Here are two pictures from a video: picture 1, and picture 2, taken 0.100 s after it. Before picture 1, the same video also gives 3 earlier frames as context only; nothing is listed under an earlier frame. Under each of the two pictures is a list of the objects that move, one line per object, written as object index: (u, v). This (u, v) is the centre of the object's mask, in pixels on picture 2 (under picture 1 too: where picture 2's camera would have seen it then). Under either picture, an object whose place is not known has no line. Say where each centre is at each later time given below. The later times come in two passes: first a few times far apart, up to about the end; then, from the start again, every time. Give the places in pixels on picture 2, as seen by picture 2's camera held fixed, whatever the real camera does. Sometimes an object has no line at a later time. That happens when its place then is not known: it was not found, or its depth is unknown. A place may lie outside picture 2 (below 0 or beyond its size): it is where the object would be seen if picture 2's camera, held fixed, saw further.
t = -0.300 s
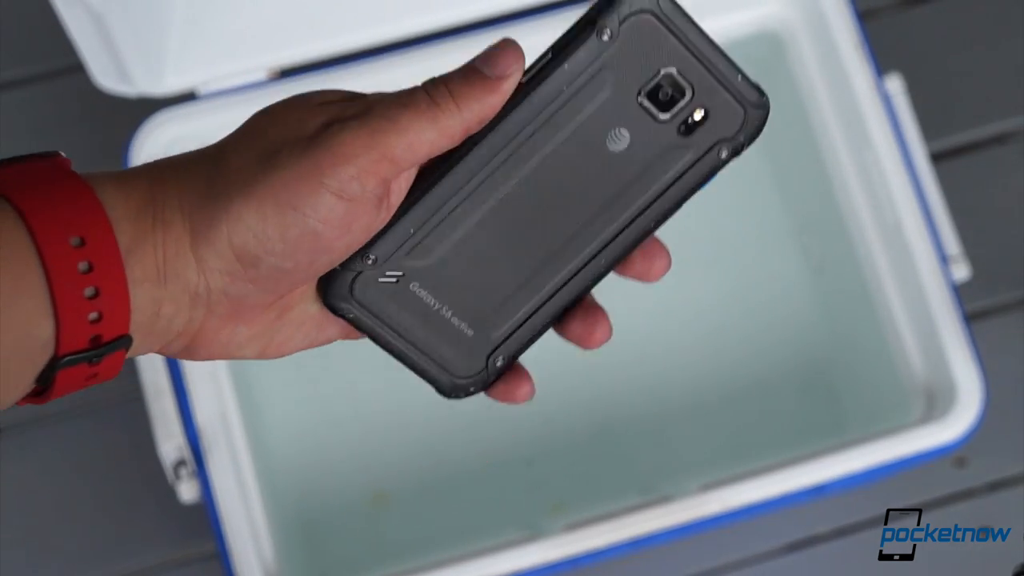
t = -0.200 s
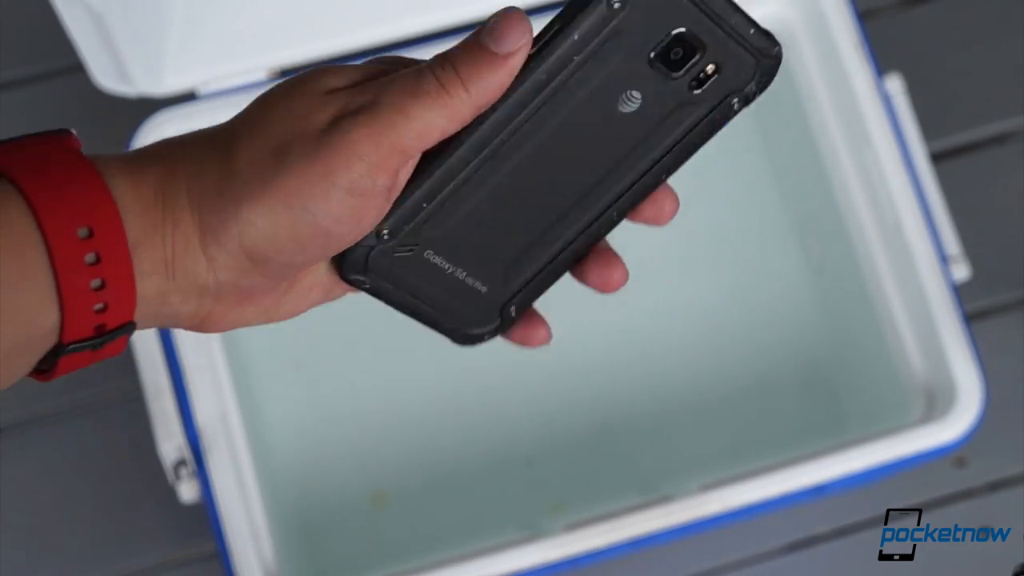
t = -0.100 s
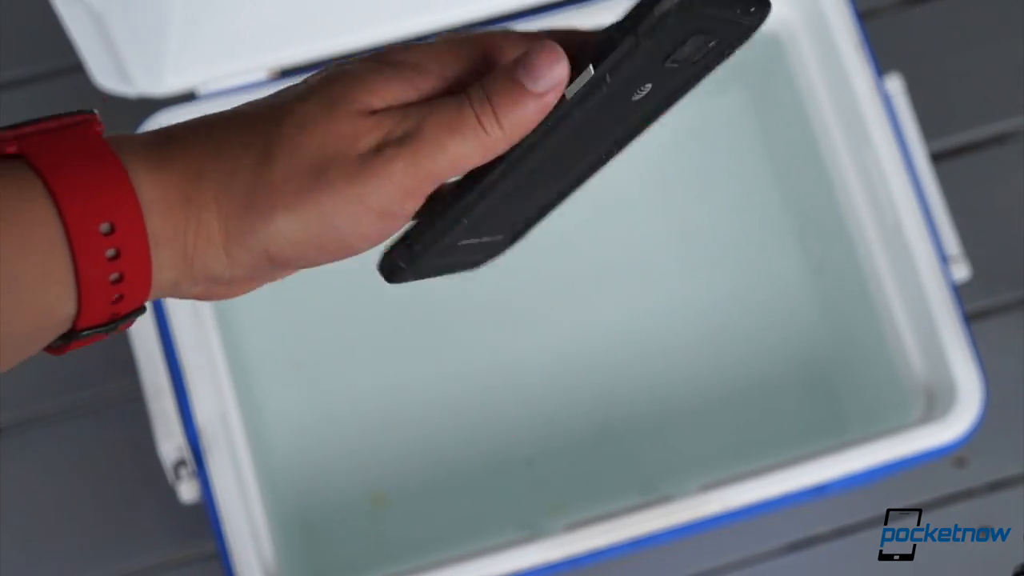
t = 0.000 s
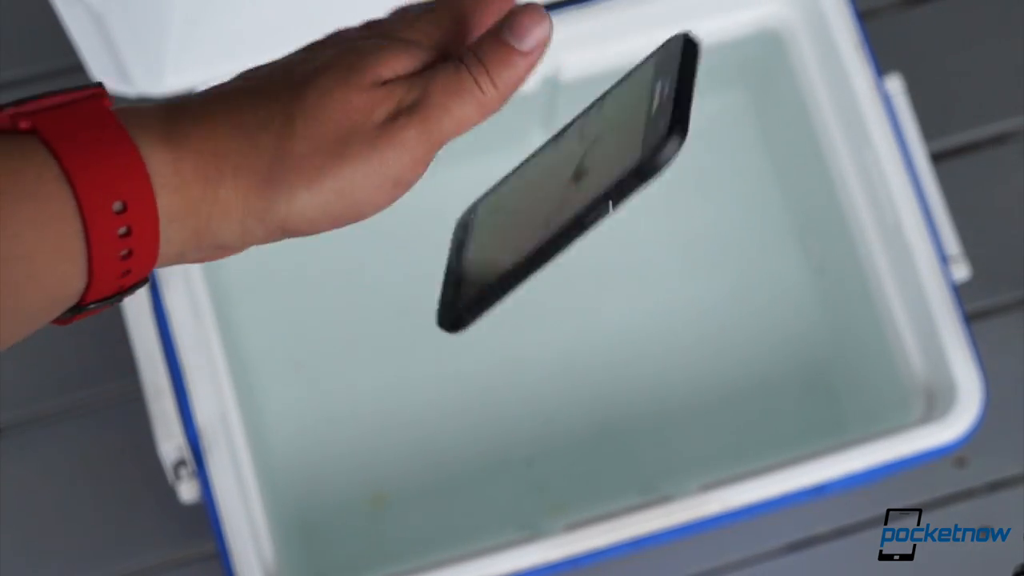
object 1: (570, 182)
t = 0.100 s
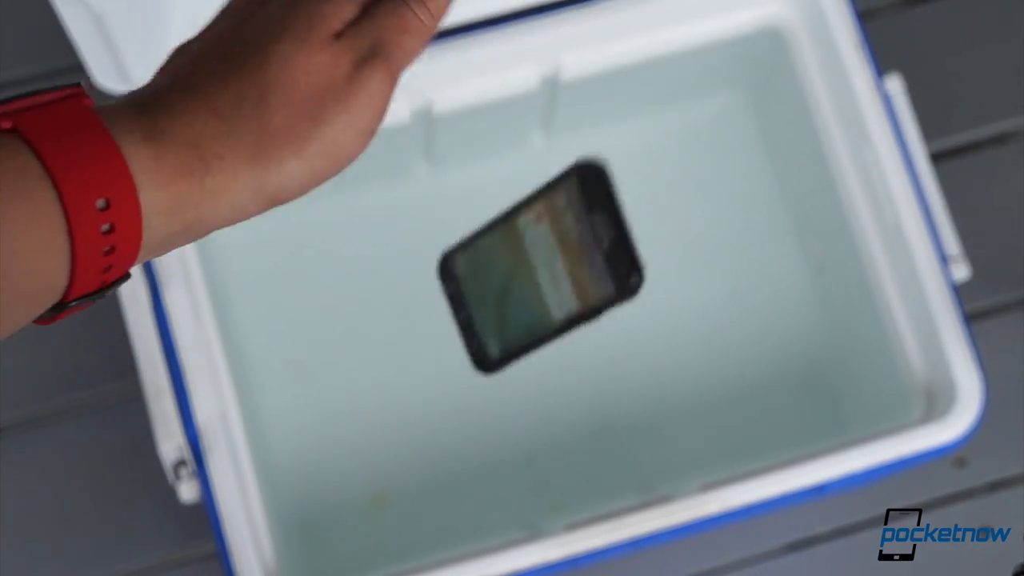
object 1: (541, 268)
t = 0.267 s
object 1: (427, 467)
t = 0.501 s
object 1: (514, 486)
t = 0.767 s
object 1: (587, 399)
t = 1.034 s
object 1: (641, 338)
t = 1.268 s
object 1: (645, 335)
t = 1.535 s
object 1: (653, 320)
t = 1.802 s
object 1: (655, 312)
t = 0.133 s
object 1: (530, 298)
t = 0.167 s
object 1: (520, 326)
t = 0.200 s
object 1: (510, 354)
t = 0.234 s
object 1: (503, 375)
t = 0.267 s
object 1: (427, 467)
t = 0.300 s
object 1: (398, 496)
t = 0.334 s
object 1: (397, 500)
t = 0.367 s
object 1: (422, 498)
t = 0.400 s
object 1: (441, 490)
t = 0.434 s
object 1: (451, 490)
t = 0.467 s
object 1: (480, 488)
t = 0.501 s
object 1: (514, 486)
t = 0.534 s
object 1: (529, 480)
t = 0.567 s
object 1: (535, 469)
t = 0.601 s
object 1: (553, 458)
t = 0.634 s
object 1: (562, 447)
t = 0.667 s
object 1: (574, 442)
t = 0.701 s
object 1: (570, 426)
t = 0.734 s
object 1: (571, 408)
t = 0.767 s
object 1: (587, 399)
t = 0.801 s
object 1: (600, 396)
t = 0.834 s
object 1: (602, 383)
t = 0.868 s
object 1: (605, 373)
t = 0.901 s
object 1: (613, 358)
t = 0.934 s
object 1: (625, 354)
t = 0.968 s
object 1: (636, 342)
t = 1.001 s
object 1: (646, 337)
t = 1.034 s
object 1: (641, 338)
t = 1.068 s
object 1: (641, 332)
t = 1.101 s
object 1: (647, 325)
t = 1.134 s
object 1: (649, 327)
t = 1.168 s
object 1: (645, 322)
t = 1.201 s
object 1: (646, 325)
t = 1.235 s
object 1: (646, 329)
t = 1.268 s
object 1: (645, 335)
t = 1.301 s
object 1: (643, 340)
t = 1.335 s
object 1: (647, 333)
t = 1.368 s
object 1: (647, 333)
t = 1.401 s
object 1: (647, 331)
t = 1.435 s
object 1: (651, 329)
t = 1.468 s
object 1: (647, 339)
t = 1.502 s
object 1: (646, 340)
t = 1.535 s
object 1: (653, 320)
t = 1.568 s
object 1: (657, 324)
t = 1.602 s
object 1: (648, 334)
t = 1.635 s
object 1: (641, 339)
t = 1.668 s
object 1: (639, 342)
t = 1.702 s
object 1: (641, 342)
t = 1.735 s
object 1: (646, 340)
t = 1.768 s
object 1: (650, 317)
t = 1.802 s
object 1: (655, 312)
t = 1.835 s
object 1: (656, 312)
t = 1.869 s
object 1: (652, 319)
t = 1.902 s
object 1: (647, 330)
